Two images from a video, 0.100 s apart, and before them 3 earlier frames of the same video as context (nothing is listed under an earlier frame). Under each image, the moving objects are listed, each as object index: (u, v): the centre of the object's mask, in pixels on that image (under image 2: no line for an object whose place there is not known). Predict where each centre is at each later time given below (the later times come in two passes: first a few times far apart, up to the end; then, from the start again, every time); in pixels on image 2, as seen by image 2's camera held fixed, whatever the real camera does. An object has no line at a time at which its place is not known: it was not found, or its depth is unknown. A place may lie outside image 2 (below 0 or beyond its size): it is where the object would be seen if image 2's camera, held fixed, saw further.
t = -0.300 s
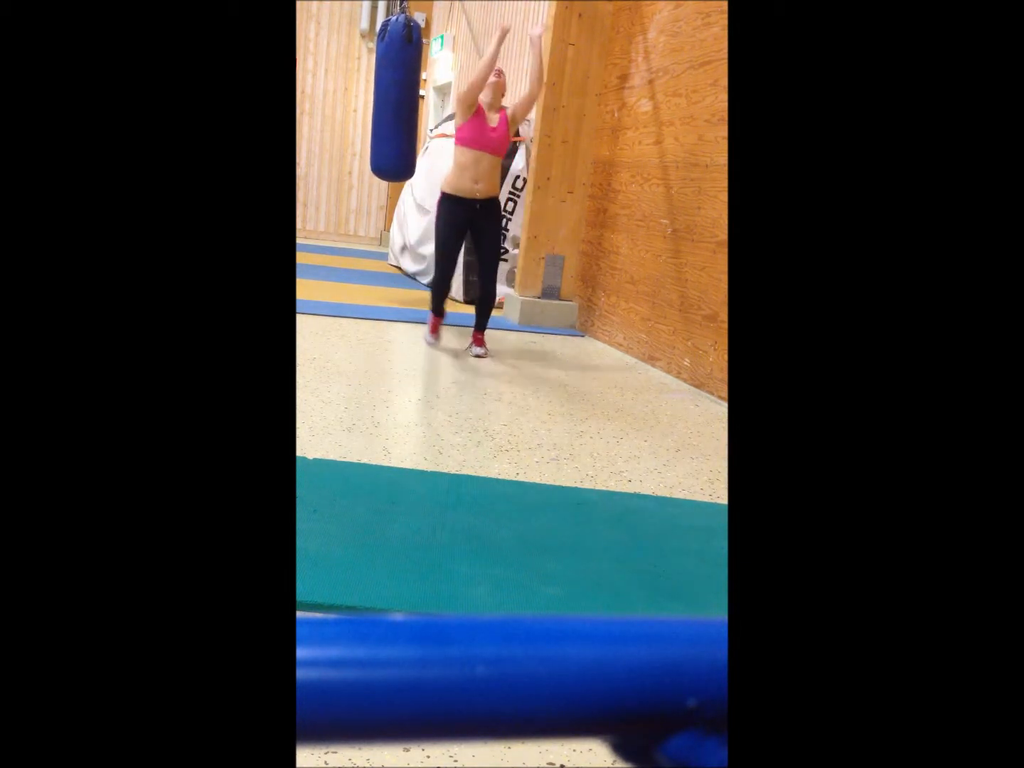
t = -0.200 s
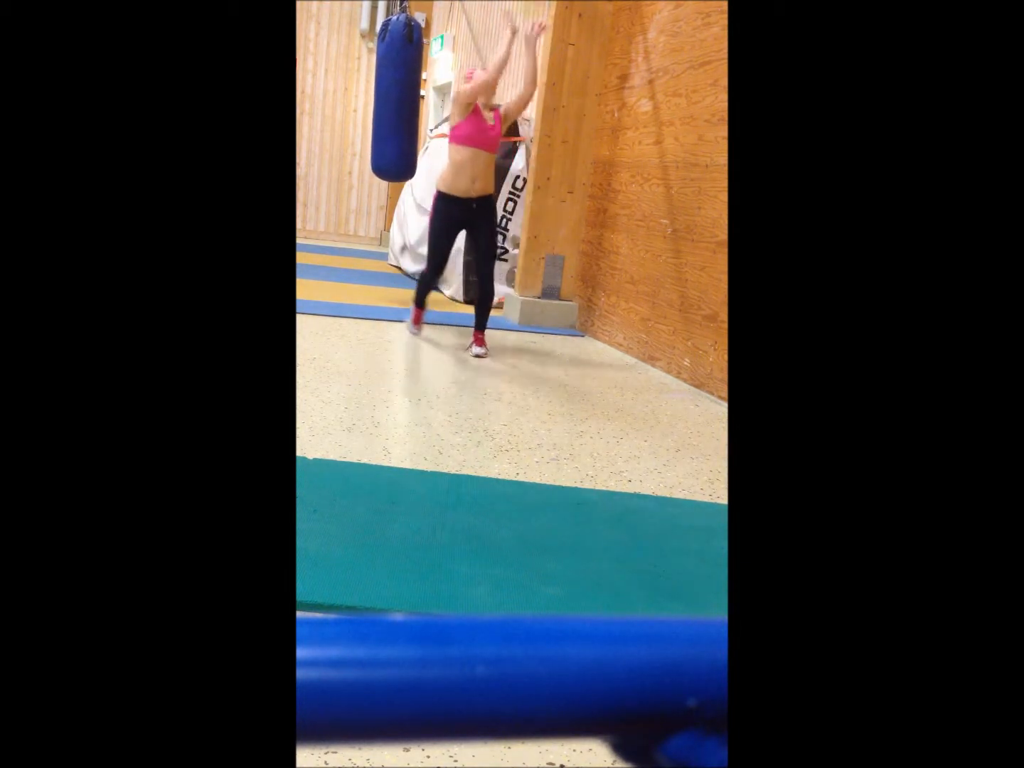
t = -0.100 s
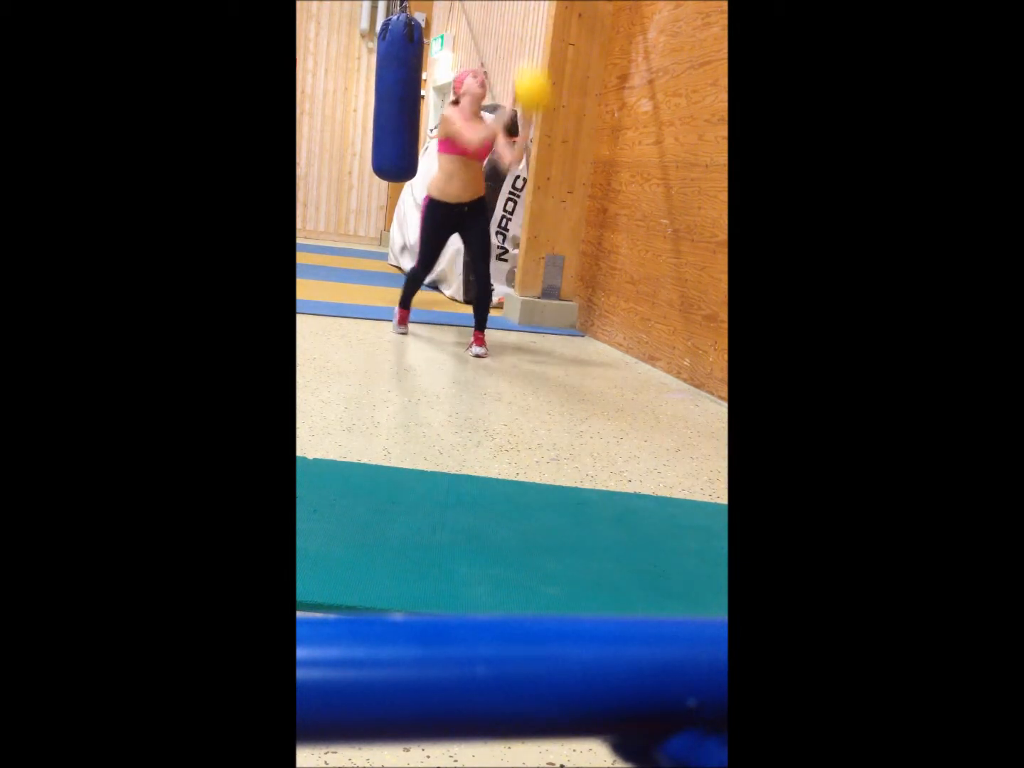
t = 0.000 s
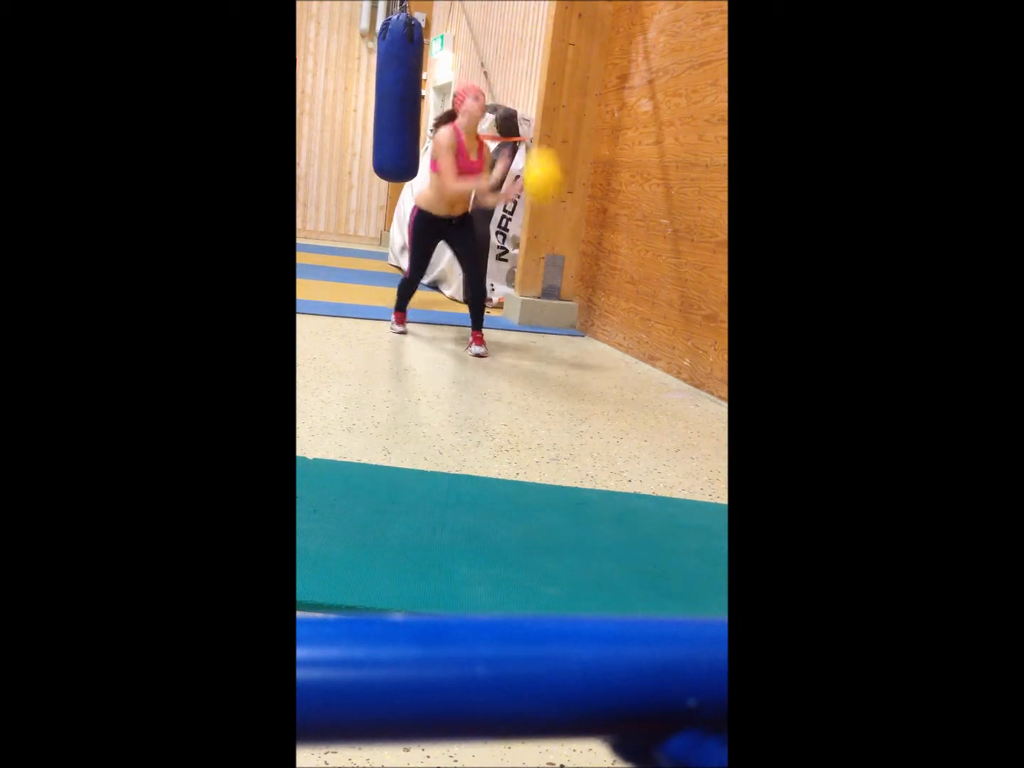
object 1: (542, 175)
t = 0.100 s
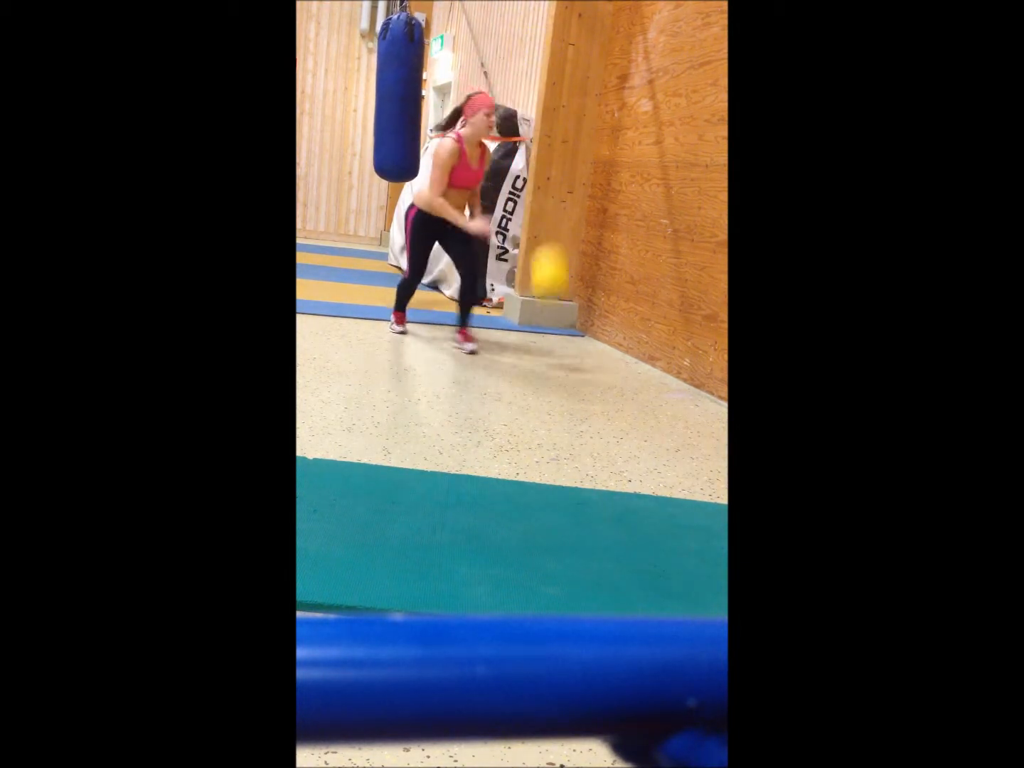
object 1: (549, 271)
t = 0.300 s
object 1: (581, 280)
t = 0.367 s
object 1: (594, 250)
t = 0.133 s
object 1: (551, 306)
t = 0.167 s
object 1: (553, 343)
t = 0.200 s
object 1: (559, 341)
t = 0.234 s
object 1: (567, 318)
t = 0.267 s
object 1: (573, 299)
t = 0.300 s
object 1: (581, 280)
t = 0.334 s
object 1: (588, 264)
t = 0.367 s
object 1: (594, 250)
